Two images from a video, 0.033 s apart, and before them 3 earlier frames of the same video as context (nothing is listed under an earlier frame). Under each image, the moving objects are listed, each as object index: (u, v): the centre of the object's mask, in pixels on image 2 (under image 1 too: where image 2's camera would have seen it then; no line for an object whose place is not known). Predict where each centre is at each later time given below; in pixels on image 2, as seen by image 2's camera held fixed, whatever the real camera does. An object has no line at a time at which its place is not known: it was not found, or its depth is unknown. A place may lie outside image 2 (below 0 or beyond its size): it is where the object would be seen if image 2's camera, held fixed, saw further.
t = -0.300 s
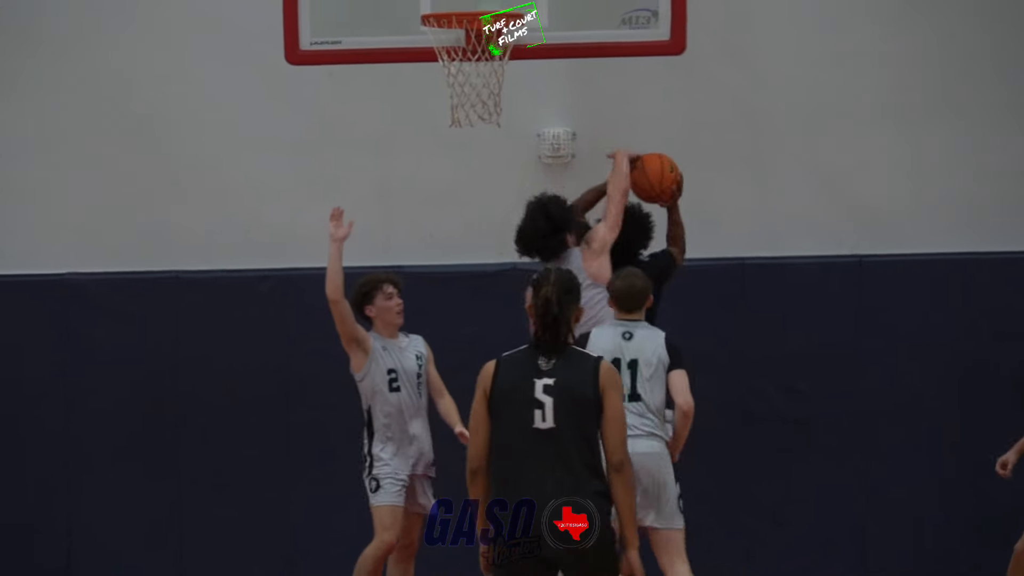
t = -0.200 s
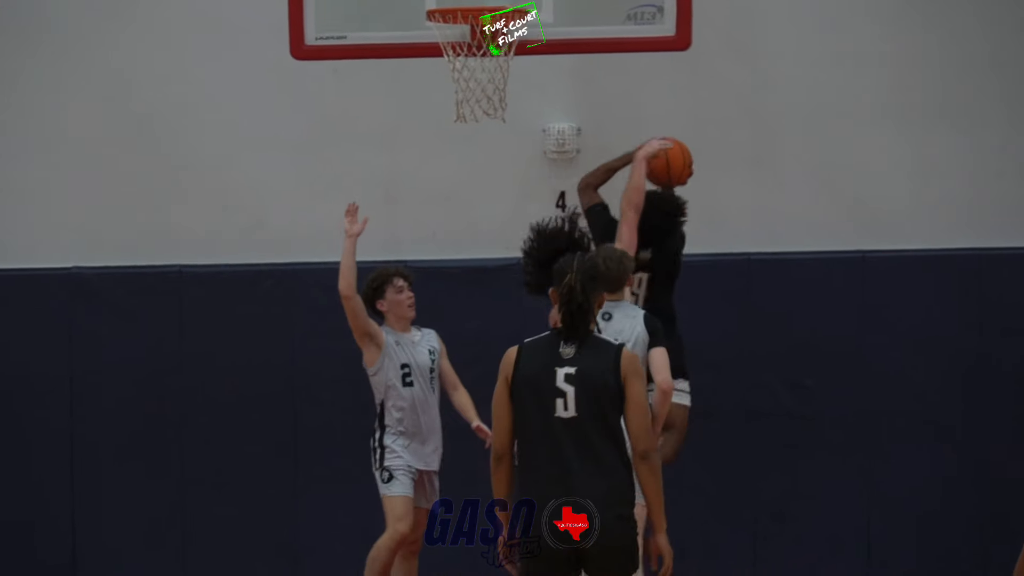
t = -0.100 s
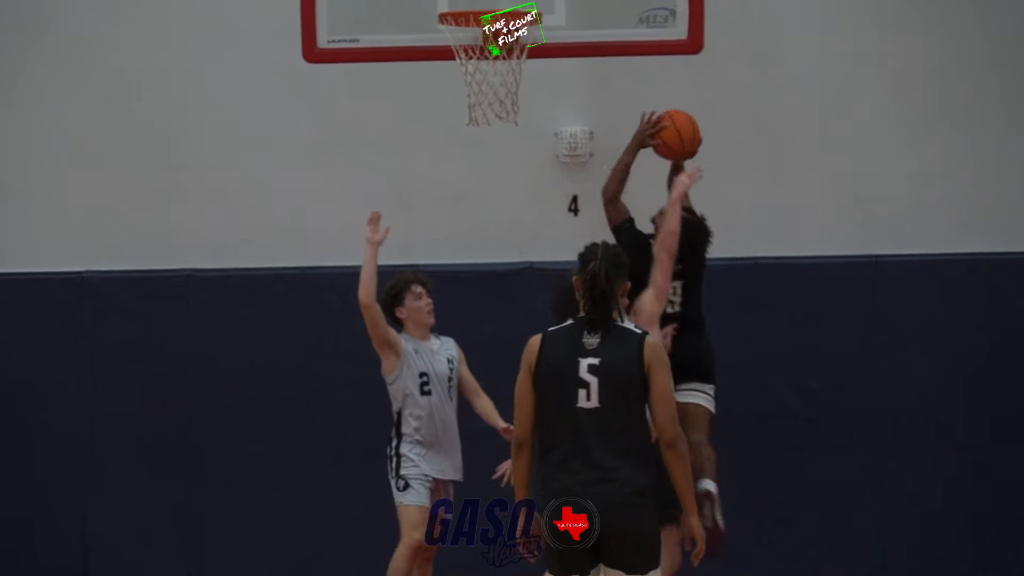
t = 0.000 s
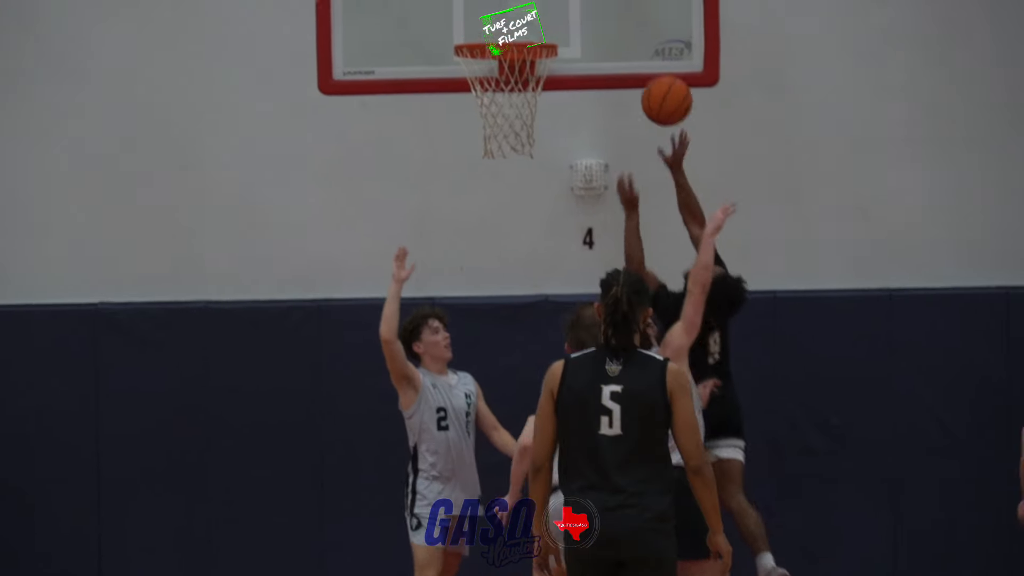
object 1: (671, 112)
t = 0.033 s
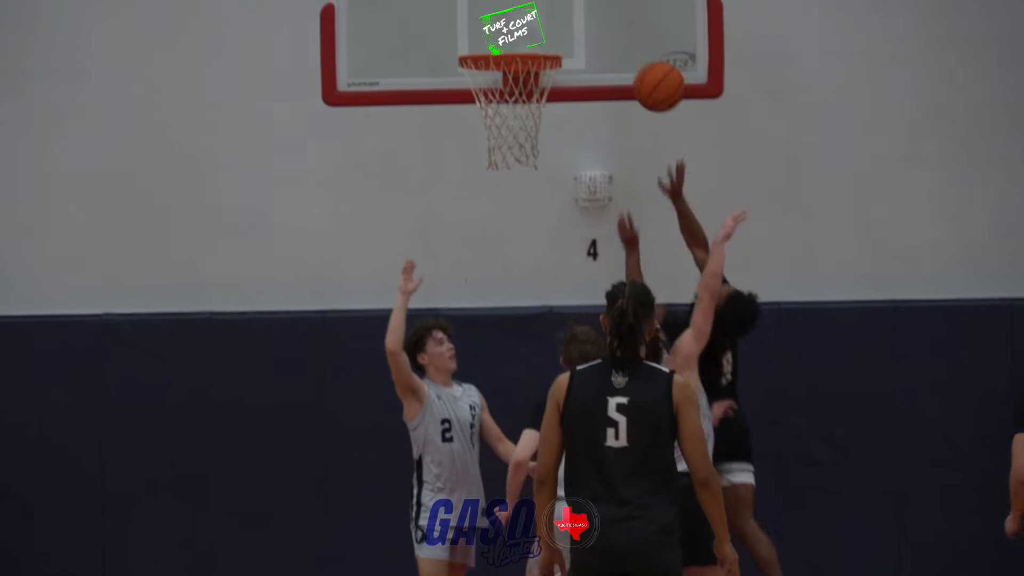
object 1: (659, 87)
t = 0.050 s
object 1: (653, 74)
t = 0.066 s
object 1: (647, 63)
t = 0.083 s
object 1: (641, 53)
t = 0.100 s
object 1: (635, 43)
